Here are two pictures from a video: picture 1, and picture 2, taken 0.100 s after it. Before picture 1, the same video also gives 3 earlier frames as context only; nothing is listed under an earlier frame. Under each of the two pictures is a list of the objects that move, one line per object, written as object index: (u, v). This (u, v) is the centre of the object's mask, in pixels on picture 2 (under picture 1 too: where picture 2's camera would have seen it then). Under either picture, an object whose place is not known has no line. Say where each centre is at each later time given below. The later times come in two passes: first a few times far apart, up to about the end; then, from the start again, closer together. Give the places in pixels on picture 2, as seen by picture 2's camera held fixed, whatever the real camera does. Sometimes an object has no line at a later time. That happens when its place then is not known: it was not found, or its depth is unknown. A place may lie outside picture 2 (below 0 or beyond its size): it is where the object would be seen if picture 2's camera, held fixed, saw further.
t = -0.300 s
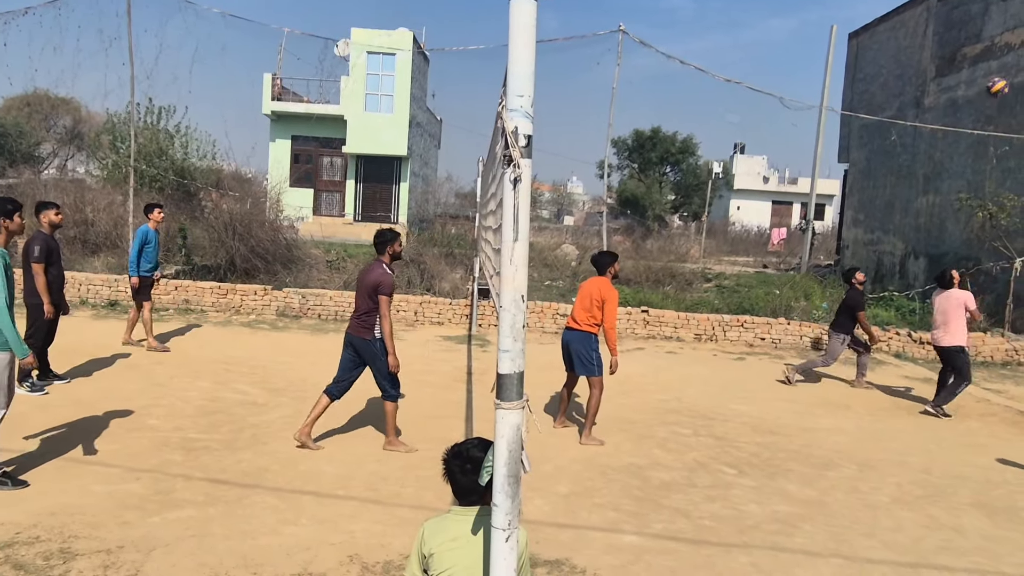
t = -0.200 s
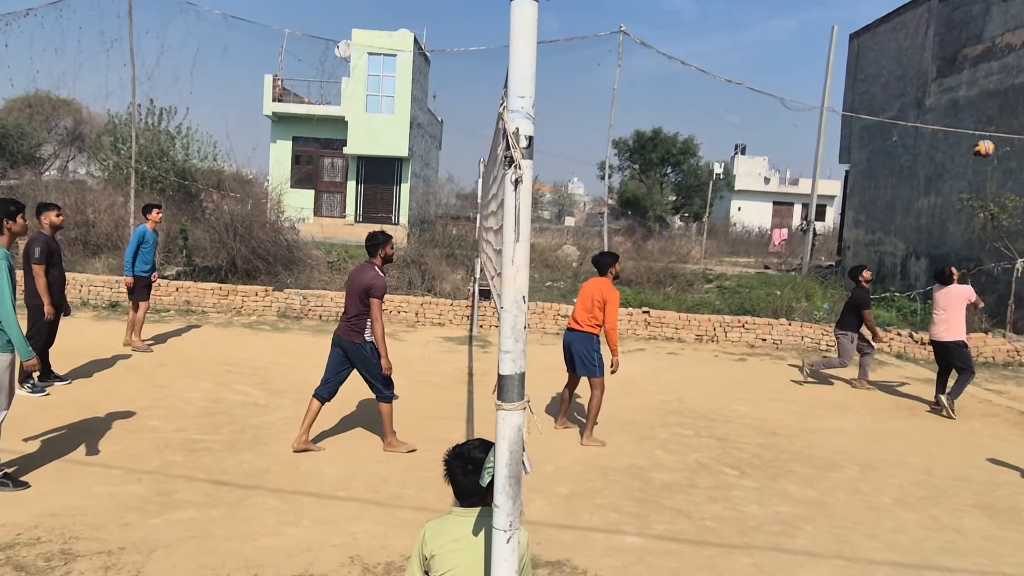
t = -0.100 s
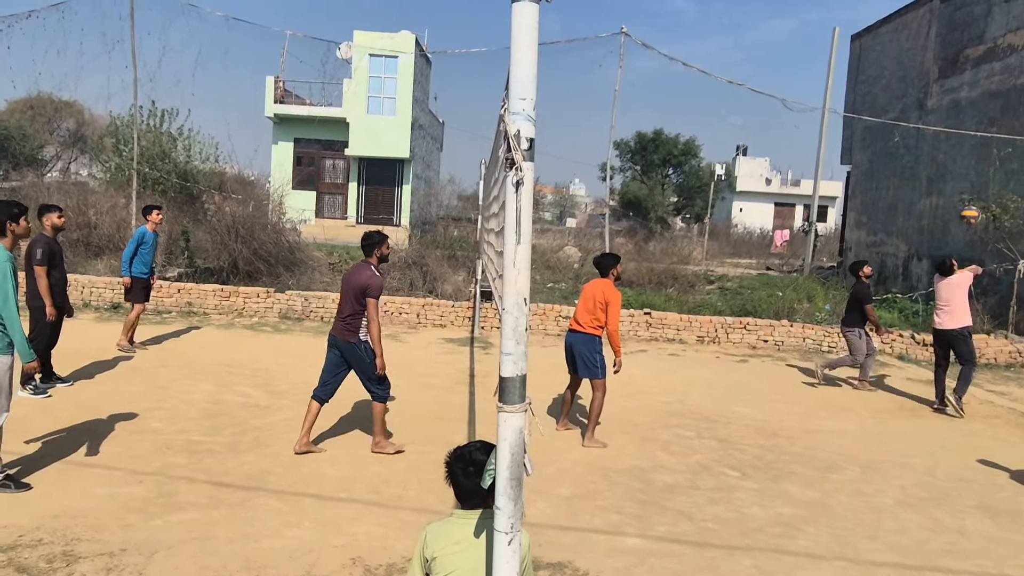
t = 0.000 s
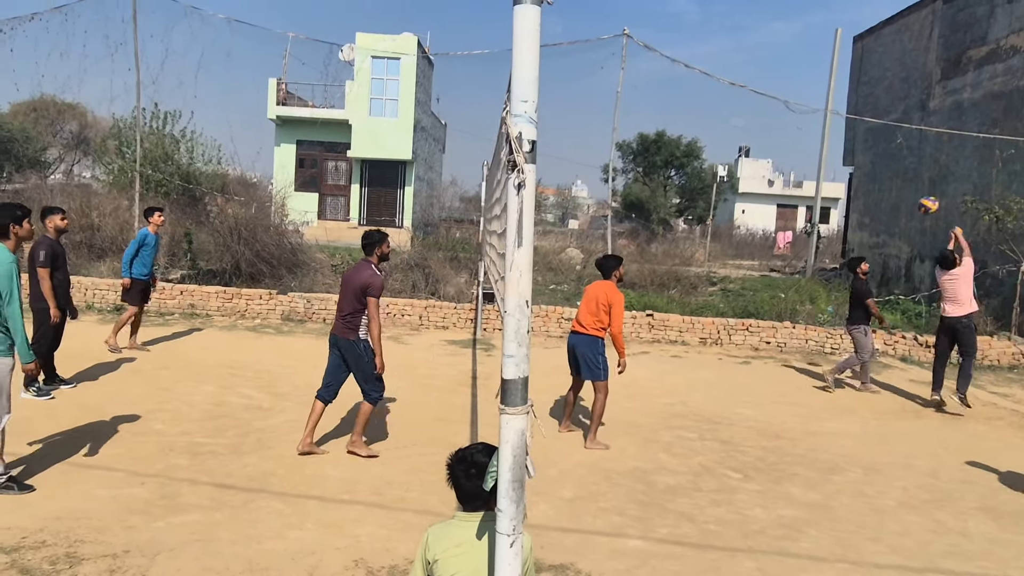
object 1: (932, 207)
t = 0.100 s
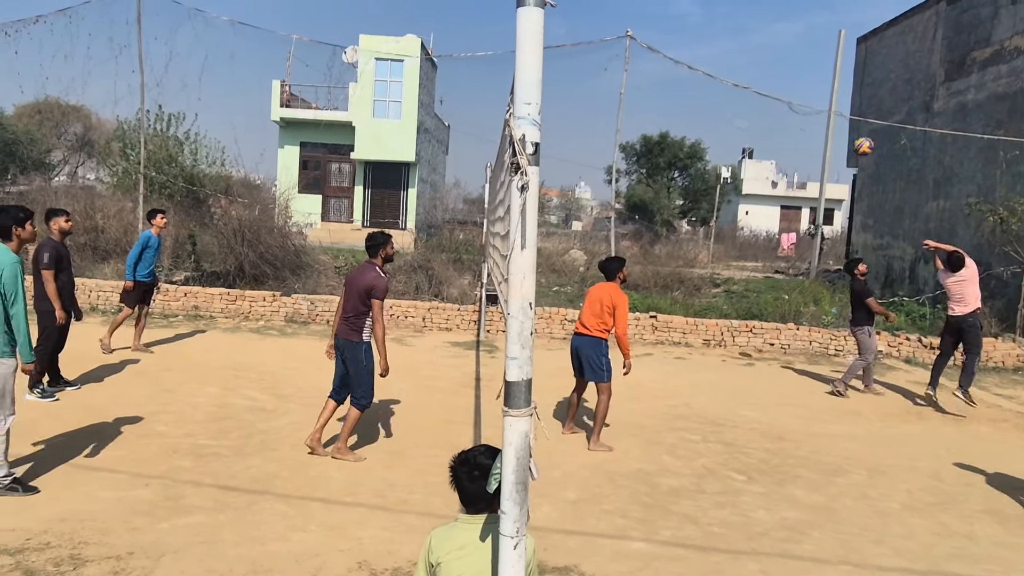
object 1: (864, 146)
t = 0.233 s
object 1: (770, 83)
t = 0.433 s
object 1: (625, 23)
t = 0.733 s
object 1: (409, 9)
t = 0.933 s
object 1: (267, 53)
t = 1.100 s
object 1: (154, 119)
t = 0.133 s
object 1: (840, 129)
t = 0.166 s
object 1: (817, 113)
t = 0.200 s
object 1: (793, 97)
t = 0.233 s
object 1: (770, 83)
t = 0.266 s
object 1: (746, 70)
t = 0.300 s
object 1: (722, 58)
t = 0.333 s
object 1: (698, 47)
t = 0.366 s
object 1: (674, 38)
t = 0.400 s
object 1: (651, 29)
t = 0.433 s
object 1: (625, 23)
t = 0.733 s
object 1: (409, 9)
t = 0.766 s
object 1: (386, 14)
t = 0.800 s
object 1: (362, 19)
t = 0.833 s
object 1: (338, 26)
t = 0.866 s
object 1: (314, 33)
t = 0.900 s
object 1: (291, 43)
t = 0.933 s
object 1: (267, 53)
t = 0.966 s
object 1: (244, 64)
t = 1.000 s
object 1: (221, 76)
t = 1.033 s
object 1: (199, 89)
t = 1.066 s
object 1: (176, 104)
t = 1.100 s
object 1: (154, 119)
